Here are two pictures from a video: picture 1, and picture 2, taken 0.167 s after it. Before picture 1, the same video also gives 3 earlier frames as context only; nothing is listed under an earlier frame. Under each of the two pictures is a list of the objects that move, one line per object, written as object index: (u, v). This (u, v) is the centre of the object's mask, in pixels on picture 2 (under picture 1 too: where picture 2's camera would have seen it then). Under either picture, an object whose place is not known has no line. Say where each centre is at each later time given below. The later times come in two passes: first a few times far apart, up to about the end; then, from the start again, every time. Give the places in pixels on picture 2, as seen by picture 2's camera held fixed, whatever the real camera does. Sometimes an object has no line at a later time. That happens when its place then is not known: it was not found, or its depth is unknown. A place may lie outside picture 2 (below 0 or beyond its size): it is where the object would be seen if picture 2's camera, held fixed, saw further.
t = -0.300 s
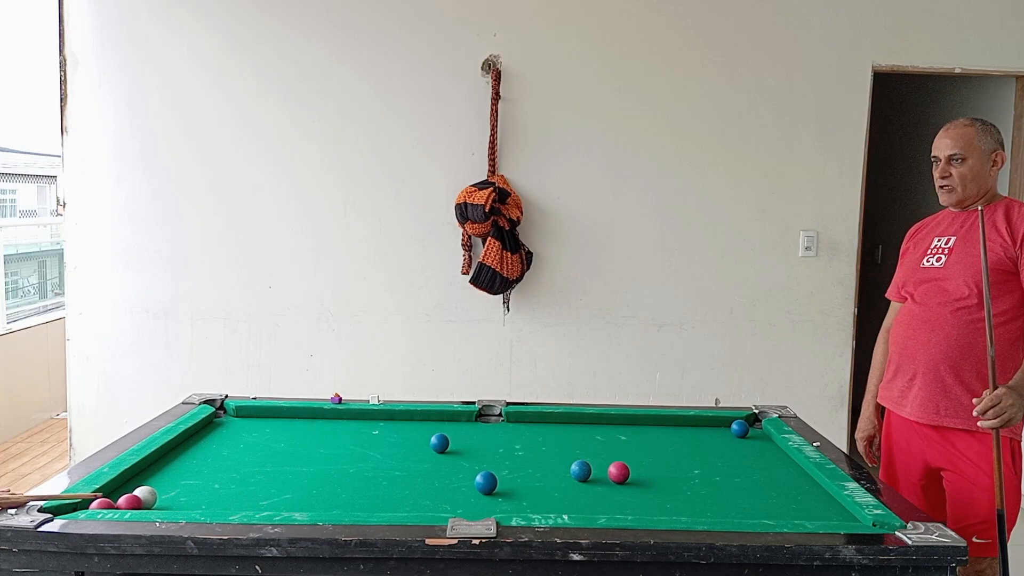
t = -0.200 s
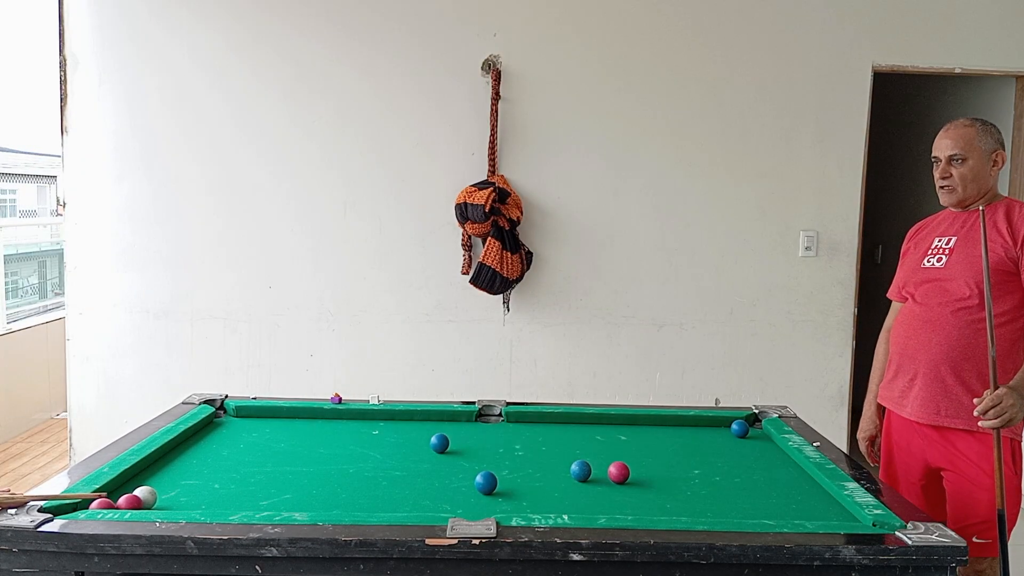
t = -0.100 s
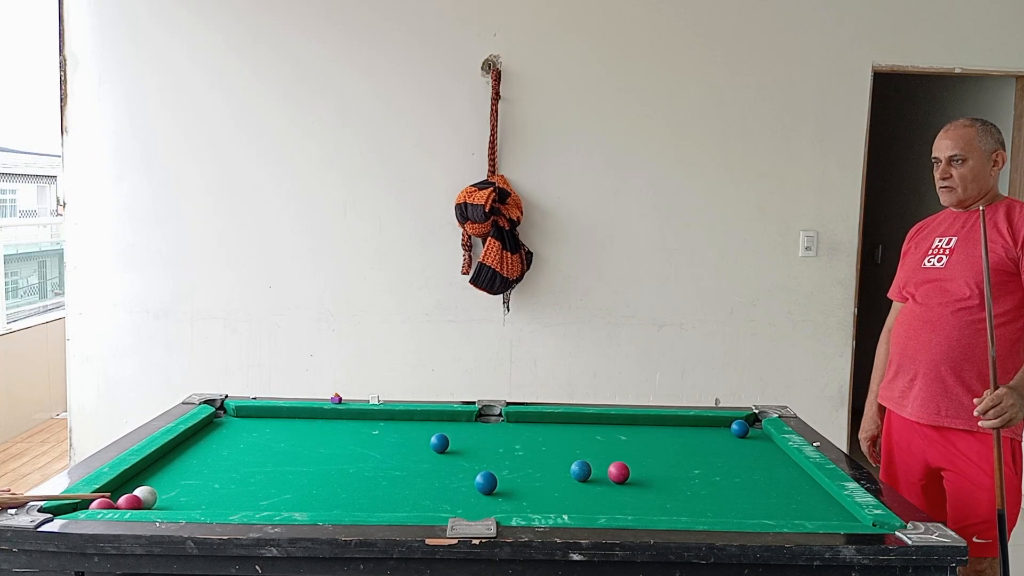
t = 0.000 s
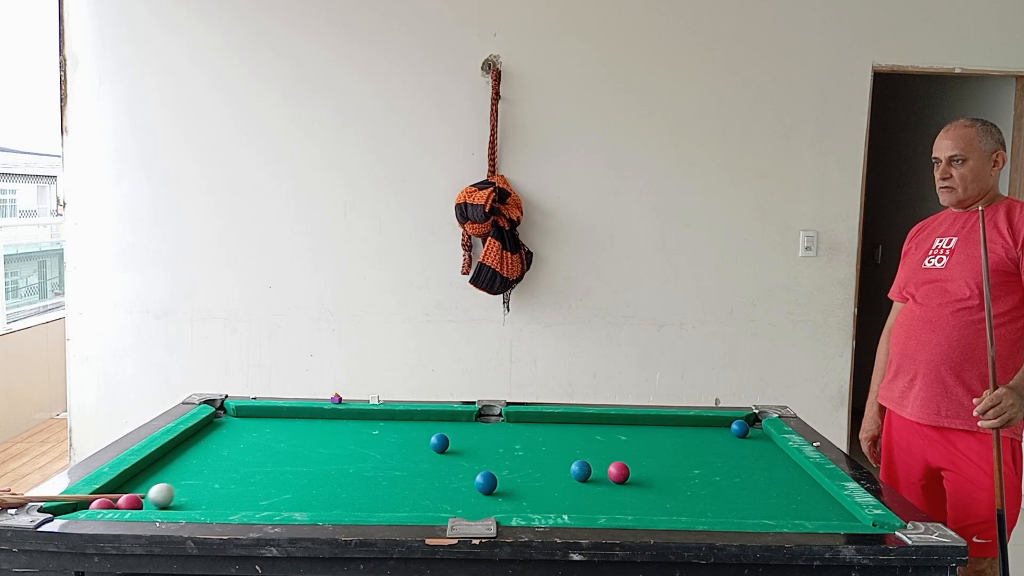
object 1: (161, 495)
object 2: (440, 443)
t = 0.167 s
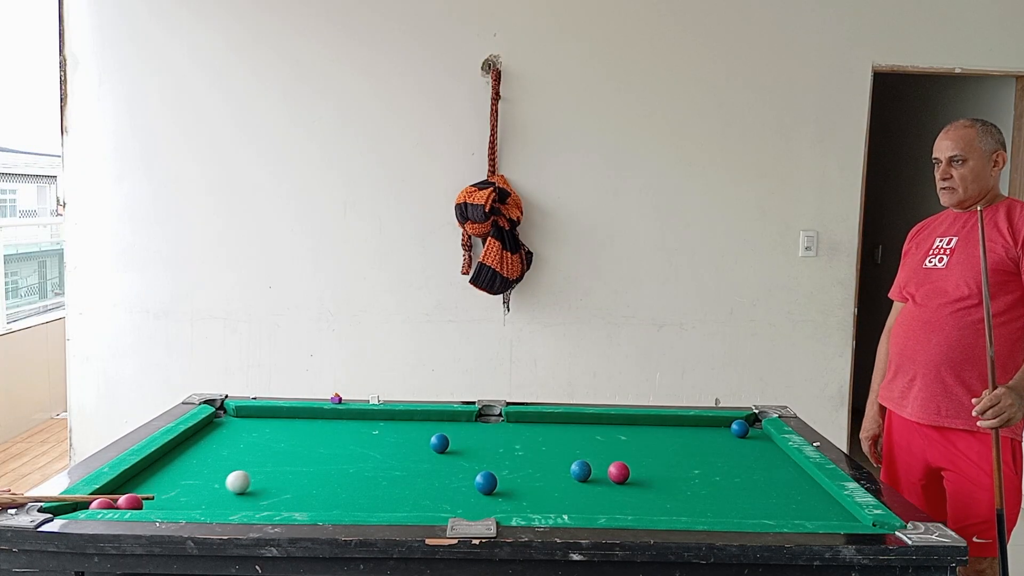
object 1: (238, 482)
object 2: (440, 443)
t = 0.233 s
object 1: (266, 477)
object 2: (440, 443)
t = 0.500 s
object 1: (367, 460)
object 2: (440, 443)
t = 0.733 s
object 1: (439, 448)
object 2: (442, 437)
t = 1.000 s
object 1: (501, 447)
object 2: (453, 432)
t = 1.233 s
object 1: (551, 446)
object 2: (461, 425)
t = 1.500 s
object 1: (604, 446)
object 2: (469, 418)
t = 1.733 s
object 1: (646, 446)
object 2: (475, 418)
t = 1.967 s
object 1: (685, 445)
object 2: (479, 421)
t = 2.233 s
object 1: (725, 445)
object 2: (484, 424)
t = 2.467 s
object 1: (756, 444)
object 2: (487, 425)
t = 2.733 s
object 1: (763, 444)
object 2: (489, 427)
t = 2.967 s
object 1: (744, 443)
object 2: (489, 427)
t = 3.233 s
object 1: (725, 442)
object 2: (489, 427)
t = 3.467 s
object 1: (711, 441)
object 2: (489, 427)
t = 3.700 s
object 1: (700, 442)
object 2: (489, 427)
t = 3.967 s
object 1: (689, 441)
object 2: (489, 427)
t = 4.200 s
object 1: (682, 441)
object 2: (489, 427)
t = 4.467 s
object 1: (676, 441)
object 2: (489, 427)
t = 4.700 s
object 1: (673, 440)
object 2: (489, 427)
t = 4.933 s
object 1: (672, 441)
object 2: (489, 427)
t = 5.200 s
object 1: (672, 441)
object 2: (489, 427)
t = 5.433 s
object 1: (673, 441)
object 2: (489, 427)
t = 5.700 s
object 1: (672, 441)
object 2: (489, 427)
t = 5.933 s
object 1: (672, 441)
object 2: (489, 427)
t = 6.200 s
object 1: (672, 440)
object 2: (489, 427)
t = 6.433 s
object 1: (672, 440)
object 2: (489, 427)
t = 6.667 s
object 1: (673, 441)
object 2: (489, 427)
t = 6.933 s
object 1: (673, 441)
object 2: (489, 427)
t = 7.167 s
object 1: (673, 441)
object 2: (489, 427)
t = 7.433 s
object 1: (672, 441)
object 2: (489, 427)
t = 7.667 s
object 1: (673, 440)
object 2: (490, 427)
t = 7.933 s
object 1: (672, 441)
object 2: (489, 427)
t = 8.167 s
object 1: (672, 441)
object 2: (489, 427)
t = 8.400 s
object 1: (672, 441)
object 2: (489, 427)
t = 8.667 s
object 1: (672, 441)
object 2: (489, 427)
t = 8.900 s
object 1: (672, 441)
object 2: (489, 427)
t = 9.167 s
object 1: (672, 441)
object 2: (489, 427)
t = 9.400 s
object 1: (672, 440)
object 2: (489, 427)
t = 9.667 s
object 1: (672, 441)
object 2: (489, 427)
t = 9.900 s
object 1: (672, 441)
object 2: (489, 427)
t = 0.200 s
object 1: (252, 479)
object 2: (440, 443)
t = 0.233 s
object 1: (266, 477)
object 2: (440, 443)
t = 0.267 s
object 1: (280, 475)
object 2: (440, 443)
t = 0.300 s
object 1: (293, 472)
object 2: (440, 443)
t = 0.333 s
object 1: (306, 470)
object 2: (440, 443)
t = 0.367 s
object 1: (319, 468)
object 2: (440, 443)
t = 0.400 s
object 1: (331, 466)
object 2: (440, 443)
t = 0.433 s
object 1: (343, 464)
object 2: (440, 443)
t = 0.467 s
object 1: (355, 461)
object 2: (440, 443)
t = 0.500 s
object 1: (367, 460)
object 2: (440, 443)
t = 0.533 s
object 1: (378, 458)
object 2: (440, 443)
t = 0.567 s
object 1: (389, 456)
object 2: (440, 443)
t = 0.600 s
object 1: (399, 454)
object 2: (440, 443)
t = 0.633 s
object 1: (410, 452)
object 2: (440, 443)
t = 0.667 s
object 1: (420, 450)
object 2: (440, 443)
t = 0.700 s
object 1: (431, 449)
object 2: (442, 441)
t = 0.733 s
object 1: (439, 448)
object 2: (442, 437)
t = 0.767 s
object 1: (447, 448)
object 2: (441, 437)
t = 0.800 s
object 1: (455, 448)
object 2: (443, 438)
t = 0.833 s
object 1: (463, 448)
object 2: (446, 438)
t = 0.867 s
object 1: (471, 448)
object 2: (447, 437)
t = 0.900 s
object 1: (478, 448)
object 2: (448, 436)
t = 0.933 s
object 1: (486, 447)
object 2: (450, 434)
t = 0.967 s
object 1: (494, 447)
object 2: (451, 433)
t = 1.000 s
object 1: (501, 447)
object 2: (453, 432)
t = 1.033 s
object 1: (509, 447)
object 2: (454, 431)
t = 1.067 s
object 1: (516, 447)
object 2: (455, 430)
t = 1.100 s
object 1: (523, 447)
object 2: (456, 429)
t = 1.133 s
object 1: (530, 447)
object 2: (458, 428)
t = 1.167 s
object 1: (537, 446)
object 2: (459, 427)
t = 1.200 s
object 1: (544, 446)
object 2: (460, 426)
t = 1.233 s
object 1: (551, 446)
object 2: (461, 425)
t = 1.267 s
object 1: (558, 446)
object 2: (462, 424)
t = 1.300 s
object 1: (565, 446)
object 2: (463, 423)
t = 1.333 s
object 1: (571, 446)
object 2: (464, 422)
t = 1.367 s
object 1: (578, 446)
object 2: (465, 422)
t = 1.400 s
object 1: (585, 446)
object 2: (466, 421)
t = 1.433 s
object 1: (591, 446)
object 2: (467, 420)
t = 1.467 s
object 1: (597, 446)
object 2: (468, 419)
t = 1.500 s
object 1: (604, 446)
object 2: (469, 418)
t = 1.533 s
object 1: (610, 446)
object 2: (470, 418)
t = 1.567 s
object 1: (616, 446)
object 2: (471, 417)
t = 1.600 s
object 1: (623, 446)
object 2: (472, 416)
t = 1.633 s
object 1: (628, 446)
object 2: (473, 416)
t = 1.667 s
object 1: (634, 446)
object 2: (473, 417)
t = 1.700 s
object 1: (640, 446)
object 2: (474, 417)
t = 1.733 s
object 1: (646, 446)
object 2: (475, 418)
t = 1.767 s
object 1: (652, 445)
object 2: (475, 418)
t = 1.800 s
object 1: (658, 446)
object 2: (476, 419)
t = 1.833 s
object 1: (663, 445)
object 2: (477, 419)
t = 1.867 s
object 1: (669, 445)
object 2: (477, 419)
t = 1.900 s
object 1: (674, 445)
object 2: (478, 420)
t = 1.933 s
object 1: (680, 445)
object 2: (478, 420)
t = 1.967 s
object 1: (685, 445)
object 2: (479, 421)
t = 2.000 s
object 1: (690, 445)
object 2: (480, 421)
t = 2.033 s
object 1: (695, 445)
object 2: (480, 421)
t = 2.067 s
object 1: (701, 445)
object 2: (481, 422)
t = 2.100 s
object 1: (706, 445)
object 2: (481, 422)
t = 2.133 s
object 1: (710, 445)
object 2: (482, 423)
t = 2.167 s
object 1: (715, 445)
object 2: (483, 423)
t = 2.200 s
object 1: (720, 445)
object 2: (483, 423)
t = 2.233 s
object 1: (725, 445)
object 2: (484, 424)
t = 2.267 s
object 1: (730, 444)
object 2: (484, 424)
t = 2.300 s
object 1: (735, 444)
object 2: (484, 424)
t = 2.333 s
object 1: (739, 444)
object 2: (485, 424)
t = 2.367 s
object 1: (744, 444)
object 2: (485, 425)
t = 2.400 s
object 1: (748, 444)
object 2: (486, 425)
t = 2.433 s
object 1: (752, 445)
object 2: (486, 425)
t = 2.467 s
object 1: (756, 444)
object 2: (487, 425)
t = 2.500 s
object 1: (761, 444)
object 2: (487, 426)
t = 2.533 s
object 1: (765, 444)
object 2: (487, 426)
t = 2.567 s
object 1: (769, 444)
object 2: (488, 426)
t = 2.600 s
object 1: (773, 444)
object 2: (488, 426)
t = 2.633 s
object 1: (772, 444)
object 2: (488, 426)
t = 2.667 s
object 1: (769, 444)
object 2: (489, 427)
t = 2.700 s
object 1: (766, 444)
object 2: (489, 427)
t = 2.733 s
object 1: (763, 444)
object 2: (489, 427)
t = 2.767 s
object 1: (760, 443)
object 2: (489, 427)
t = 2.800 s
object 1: (757, 443)
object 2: (489, 427)
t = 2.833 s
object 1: (755, 443)
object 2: (489, 427)
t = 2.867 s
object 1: (752, 443)
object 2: (489, 427)
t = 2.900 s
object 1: (749, 443)
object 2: (489, 427)
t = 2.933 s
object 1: (747, 443)
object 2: (489, 427)
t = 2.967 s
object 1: (744, 443)
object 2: (489, 427)
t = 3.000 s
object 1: (741, 442)
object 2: (489, 427)
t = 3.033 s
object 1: (739, 442)
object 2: (489, 427)
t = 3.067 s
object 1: (737, 442)
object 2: (489, 427)
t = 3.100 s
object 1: (734, 442)
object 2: (489, 427)
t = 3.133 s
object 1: (732, 442)
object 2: (489, 427)
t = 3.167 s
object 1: (730, 442)
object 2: (489, 427)
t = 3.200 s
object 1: (727, 442)
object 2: (489, 427)
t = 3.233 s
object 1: (725, 442)
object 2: (489, 427)
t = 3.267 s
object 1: (723, 442)
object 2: (489, 427)
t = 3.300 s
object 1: (721, 442)
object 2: (489, 427)
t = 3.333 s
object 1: (719, 442)
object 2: (489, 427)
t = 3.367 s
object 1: (717, 441)
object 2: (489, 427)
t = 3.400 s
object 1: (715, 441)
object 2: (489, 427)
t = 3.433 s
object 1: (713, 441)
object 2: (489, 427)
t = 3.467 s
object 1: (711, 441)
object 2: (489, 427)
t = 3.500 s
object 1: (709, 441)
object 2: (489, 427)
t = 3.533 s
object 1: (708, 441)
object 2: (489, 427)
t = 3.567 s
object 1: (706, 441)
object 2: (489, 427)
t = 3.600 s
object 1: (705, 441)
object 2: (489, 427)
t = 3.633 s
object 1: (703, 441)
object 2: (489, 427)
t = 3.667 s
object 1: (701, 442)
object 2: (489, 427)
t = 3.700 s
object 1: (700, 442)
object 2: (489, 427)
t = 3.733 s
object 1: (698, 442)
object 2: (489, 427)
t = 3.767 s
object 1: (697, 442)
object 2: (489, 427)
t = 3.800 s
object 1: (695, 441)
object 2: (489, 427)
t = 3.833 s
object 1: (694, 441)
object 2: (489, 427)
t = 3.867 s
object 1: (693, 441)
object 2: (489, 427)
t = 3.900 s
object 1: (691, 441)
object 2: (489, 427)
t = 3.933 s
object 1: (690, 441)
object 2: (489, 427)
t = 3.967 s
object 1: (689, 441)
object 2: (489, 427)
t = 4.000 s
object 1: (688, 441)
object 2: (489, 427)
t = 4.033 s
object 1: (687, 441)
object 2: (489, 427)
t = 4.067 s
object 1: (686, 441)
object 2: (489, 427)
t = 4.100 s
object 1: (685, 441)
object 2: (489, 427)
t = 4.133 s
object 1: (684, 441)
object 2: (489, 427)
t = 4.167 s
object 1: (683, 441)
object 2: (489, 427)
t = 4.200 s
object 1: (682, 441)
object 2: (489, 427)
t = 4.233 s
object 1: (681, 441)
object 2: (489, 427)
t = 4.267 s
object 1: (680, 441)
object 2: (489, 427)
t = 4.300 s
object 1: (680, 441)
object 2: (489, 427)
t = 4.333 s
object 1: (679, 441)
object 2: (489, 427)
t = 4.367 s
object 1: (678, 441)
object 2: (489, 427)
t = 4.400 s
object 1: (677, 441)
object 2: (489, 427)
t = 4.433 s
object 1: (677, 441)
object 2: (489, 427)
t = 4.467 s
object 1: (676, 441)
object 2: (489, 427)
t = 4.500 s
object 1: (676, 441)
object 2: (489, 427)
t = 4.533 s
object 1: (675, 440)
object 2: (489, 427)
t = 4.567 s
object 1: (675, 440)
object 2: (489, 427)
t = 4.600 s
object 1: (674, 441)
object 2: (489, 427)
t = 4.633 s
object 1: (674, 441)
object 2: (489, 427)
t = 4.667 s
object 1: (674, 441)
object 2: (489, 427)
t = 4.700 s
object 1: (673, 440)
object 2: (489, 427)
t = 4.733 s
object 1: (673, 441)
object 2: (489, 427)
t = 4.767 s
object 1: (673, 441)
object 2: (489, 427)
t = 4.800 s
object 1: (672, 440)
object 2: (489, 427)
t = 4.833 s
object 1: (672, 441)
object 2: (489, 427)
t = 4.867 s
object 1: (672, 441)
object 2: (489, 427)
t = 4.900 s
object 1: (672, 441)
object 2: (489, 427)
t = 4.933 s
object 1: (672, 441)
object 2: (489, 427)
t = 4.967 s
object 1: (672, 441)
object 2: (489, 427)
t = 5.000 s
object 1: (672, 441)
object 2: (489, 427)
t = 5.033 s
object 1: (672, 441)
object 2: (489, 427)
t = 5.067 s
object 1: (672, 441)
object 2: (489, 427)
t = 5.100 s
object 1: (672, 441)
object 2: (489, 427)
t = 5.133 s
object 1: (672, 441)
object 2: (489, 427)
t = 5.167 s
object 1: (672, 441)
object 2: (489, 427)
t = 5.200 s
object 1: (672, 441)
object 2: (489, 427)
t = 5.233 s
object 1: (672, 441)
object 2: (489, 427)
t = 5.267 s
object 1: (672, 441)
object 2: (489, 427)
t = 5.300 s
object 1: (672, 441)
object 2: (489, 427)
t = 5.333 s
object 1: (673, 441)
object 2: (489, 427)
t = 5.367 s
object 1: (672, 441)
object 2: (489, 427)
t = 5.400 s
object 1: (673, 441)
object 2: (489, 427)
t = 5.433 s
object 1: (673, 441)
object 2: (489, 427)
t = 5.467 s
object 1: (673, 441)
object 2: (489, 427)
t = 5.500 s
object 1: (673, 440)
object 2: (489, 427)
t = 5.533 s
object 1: (672, 441)
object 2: (489, 427)
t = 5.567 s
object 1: (673, 441)
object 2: (489, 427)
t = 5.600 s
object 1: (673, 441)
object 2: (489, 427)
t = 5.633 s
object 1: (673, 441)
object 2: (489, 427)
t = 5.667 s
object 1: (672, 441)
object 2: (489, 427)
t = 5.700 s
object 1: (672, 441)
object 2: (489, 427)
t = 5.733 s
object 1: (672, 441)
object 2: (489, 427)
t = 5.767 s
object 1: (673, 441)
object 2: (489, 427)
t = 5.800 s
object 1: (672, 441)
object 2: (489, 427)
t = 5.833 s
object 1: (672, 441)
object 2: (489, 427)
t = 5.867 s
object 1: (672, 441)
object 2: (489, 427)
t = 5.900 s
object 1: (672, 441)
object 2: (489, 427)
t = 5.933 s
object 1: (672, 441)
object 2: (489, 427)
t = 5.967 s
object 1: (672, 441)
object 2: (489, 427)
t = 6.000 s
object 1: (672, 441)
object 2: (489, 427)
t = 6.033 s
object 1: (672, 441)
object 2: (489, 427)
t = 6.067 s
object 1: (672, 441)
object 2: (489, 427)
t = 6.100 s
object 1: (672, 441)
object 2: (489, 427)
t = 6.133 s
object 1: (672, 441)
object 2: (489, 427)
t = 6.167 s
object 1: (672, 441)
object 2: (489, 427)
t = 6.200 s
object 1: (672, 440)
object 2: (489, 427)
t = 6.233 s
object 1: (672, 441)
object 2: (489, 427)
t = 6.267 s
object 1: (673, 441)
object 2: (489, 427)
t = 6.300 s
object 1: (672, 440)
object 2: (489, 427)
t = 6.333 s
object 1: (672, 440)
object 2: (489, 427)
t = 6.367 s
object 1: (673, 441)
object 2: (489, 427)
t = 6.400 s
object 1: (672, 441)
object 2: (489, 427)
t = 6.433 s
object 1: (672, 440)
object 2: (489, 427)
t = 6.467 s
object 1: (672, 441)
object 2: (489, 427)
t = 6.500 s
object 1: (672, 441)
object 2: (489, 427)
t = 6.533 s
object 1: (672, 441)
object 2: (489, 427)
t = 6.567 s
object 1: (672, 441)
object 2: (489, 427)
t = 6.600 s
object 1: (672, 441)
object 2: (489, 427)
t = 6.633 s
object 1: (672, 441)
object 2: (489, 427)
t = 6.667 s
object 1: (673, 441)
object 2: (489, 427)
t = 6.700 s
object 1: (673, 441)
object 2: (489, 427)
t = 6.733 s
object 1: (672, 441)
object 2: (489, 427)
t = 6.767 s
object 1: (673, 440)
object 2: (489, 427)
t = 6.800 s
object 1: (673, 441)
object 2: (489, 427)
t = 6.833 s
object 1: (673, 440)
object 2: (490, 427)
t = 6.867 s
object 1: (673, 440)
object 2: (489, 427)
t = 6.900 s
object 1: (673, 440)
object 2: (490, 427)
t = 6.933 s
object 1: (673, 441)
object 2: (489, 427)
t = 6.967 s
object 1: (672, 441)
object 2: (490, 427)
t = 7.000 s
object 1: (672, 441)
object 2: (489, 427)
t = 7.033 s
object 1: (673, 441)
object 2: (489, 427)
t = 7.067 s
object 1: (672, 441)
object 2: (490, 427)
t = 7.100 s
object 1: (672, 441)
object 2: (489, 427)
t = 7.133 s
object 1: (673, 441)
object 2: (490, 427)
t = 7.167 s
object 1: (673, 441)
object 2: (489, 427)
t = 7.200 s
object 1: (673, 440)
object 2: (490, 427)
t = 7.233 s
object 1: (673, 440)
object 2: (489, 427)
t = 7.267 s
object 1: (673, 441)
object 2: (489, 427)
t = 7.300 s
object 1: (673, 441)
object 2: (489, 427)
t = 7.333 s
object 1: (672, 441)
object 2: (489, 427)
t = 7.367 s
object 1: (673, 441)
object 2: (489, 427)
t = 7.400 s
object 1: (672, 441)
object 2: (489, 427)
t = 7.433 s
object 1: (672, 441)
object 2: (489, 427)
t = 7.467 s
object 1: (673, 441)
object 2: (489, 427)
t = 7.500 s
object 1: (672, 441)
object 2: (490, 427)
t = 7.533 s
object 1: (672, 441)
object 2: (489, 427)
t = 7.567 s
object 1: (673, 441)
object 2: (489, 427)
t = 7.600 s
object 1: (673, 441)
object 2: (490, 427)
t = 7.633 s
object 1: (672, 441)
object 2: (489, 427)
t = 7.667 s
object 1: (673, 440)
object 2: (490, 427)
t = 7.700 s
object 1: (672, 441)
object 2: (489, 427)
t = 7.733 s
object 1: (672, 440)
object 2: (489, 427)
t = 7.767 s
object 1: (672, 441)
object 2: (489, 427)
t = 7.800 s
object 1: (673, 440)
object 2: (489, 427)
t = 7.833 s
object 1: (672, 441)
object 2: (489, 427)
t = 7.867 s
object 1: (672, 441)
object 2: (489, 427)
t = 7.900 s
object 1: (672, 441)
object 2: (489, 427)
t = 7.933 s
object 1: (672, 441)
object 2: (489, 427)
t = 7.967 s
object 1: (672, 441)
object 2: (489, 427)
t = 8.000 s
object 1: (672, 441)
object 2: (489, 427)
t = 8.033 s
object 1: (672, 441)
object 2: (489, 427)
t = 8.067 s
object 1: (672, 441)
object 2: (489, 427)
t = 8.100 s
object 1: (672, 440)
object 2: (489, 427)
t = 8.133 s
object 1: (672, 441)
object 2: (489, 427)
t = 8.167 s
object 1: (672, 441)
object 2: (489, 427)
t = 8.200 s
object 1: (672, 441)
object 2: (489, 427)
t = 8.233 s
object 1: (672, 441)
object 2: (489, 427)
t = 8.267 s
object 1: (672, 441)
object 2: (489, 427)
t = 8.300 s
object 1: (672, 441)
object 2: (489, 427)
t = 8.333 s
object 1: (672, 441)
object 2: (489, 427)
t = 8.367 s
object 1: (672, 441)
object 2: (490, 427)
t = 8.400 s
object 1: (672, 441)
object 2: (489, 427)
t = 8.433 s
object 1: (672, 441)
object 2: (489, 427)
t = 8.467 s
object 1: (672, 441)
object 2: (489, 427)
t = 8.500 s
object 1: (672, 440)
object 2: (489, 427)
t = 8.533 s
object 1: (672, 441)
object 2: (489, 427)
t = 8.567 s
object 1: (672, 440)
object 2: (489, 427)
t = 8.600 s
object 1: (672, 441)
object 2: (489, 427)
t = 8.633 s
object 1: (672, 441)
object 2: (489, 427)
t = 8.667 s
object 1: (672, 441)
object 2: (489, 427)
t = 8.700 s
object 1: (672, 441)
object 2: (489, 427)
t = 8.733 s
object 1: (672, 441)
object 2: (489, 427)
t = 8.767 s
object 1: (672, 441)
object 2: (489, 427)
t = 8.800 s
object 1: (672, 441)
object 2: (489, 427)
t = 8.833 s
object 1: (672, 441)
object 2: (489, 427)
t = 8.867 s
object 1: (672, 441)
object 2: (489, 427)
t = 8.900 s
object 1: (672, 441)
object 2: (489, 427)
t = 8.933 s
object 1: (672, 441)
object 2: (489, 427)
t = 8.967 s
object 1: (672, 441)
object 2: (489, 427)
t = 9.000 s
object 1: (672, 441)
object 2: (489, 427)
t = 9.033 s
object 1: (672, 441)
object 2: (489, 427)
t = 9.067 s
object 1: (672, 441)
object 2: (489, 427)
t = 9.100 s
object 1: (672, 441)
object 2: (489, 427)
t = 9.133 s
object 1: (672, 441)
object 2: (489, 427)
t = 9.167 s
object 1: (672, 441)
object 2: (489, 427)
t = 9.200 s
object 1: (672, 441)
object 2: (489, 427)
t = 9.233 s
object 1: (672, 441)
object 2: (489, 427)
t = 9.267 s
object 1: (672, 441)
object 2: (489, 427)
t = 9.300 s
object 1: (672, 441)
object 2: (489, 427)
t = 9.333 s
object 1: (672, 441)
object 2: (489, 427)
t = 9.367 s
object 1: (672, 441)
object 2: (489, 427)
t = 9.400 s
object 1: (672, 440)
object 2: (489, 427)
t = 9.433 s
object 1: (672, 440)
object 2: (489, 427)
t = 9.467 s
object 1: (672, 441)
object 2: (489, 427)
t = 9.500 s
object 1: (672, 440)
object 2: (489, 427)
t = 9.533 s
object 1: (672, 441)
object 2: (489, 427)
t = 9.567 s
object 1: (672, 441)
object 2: (489, 427)
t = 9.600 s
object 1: (672, 441)
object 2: (489, 427)
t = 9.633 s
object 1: (672, 441)
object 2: (489, 427)
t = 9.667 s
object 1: (672, 441)
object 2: (489, 427)
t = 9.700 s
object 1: (672, 441)
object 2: (489, 427)
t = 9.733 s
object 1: (672, 441)
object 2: (489, 427)
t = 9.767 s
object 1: (672, 441)
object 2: (489, 427)
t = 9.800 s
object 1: (672, 441)
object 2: (489, 427)
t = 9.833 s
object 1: (672, 441)
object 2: (489, 427)
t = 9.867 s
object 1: (672, 441)
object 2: (489, 427)
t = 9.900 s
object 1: (672, 441)
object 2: (489, 427)
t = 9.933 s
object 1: (672, 441)
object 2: (489, 427)
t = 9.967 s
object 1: (672, 441)
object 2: (489, 427)
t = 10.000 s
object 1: (672, 441)
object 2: (489, 427)
